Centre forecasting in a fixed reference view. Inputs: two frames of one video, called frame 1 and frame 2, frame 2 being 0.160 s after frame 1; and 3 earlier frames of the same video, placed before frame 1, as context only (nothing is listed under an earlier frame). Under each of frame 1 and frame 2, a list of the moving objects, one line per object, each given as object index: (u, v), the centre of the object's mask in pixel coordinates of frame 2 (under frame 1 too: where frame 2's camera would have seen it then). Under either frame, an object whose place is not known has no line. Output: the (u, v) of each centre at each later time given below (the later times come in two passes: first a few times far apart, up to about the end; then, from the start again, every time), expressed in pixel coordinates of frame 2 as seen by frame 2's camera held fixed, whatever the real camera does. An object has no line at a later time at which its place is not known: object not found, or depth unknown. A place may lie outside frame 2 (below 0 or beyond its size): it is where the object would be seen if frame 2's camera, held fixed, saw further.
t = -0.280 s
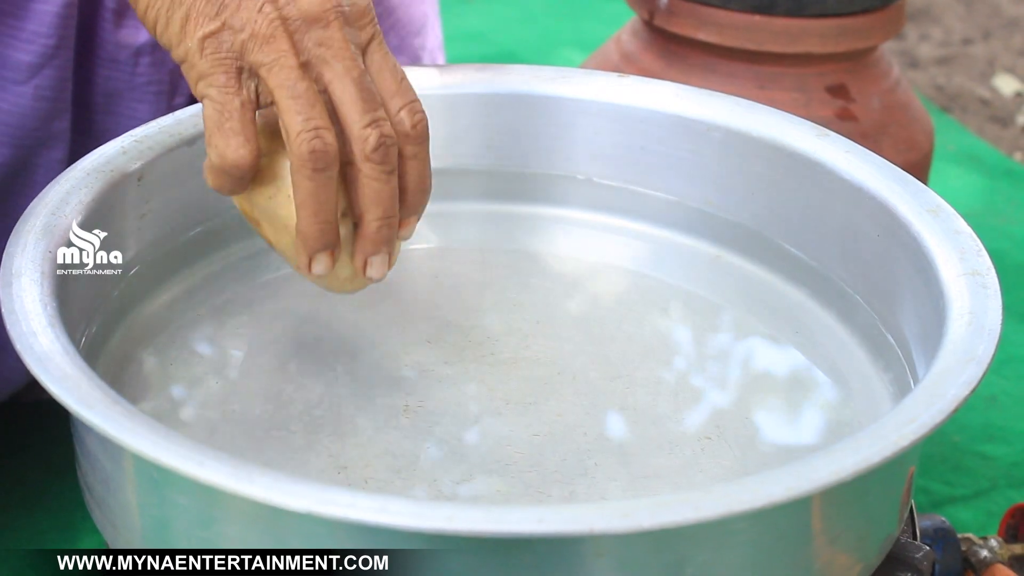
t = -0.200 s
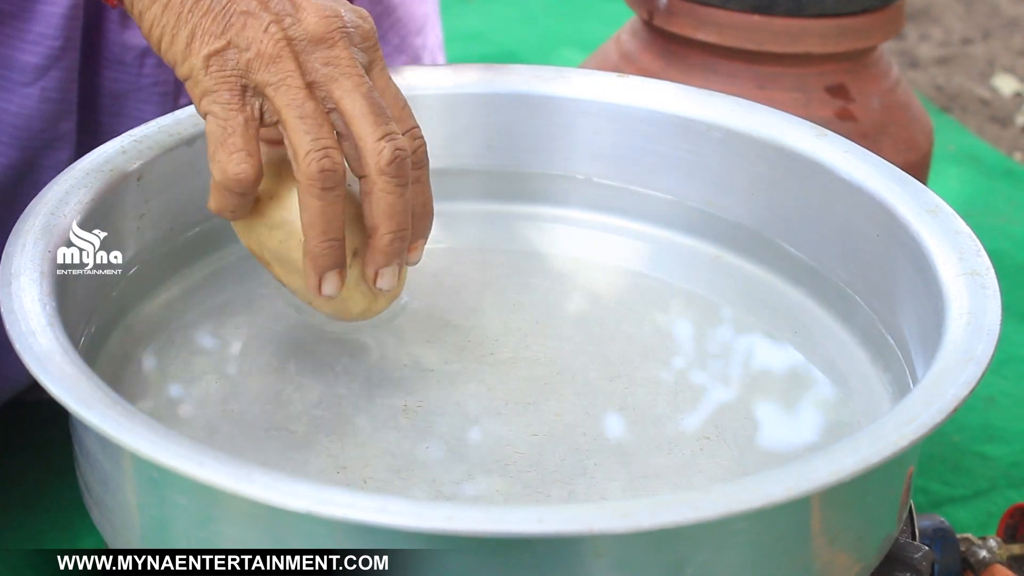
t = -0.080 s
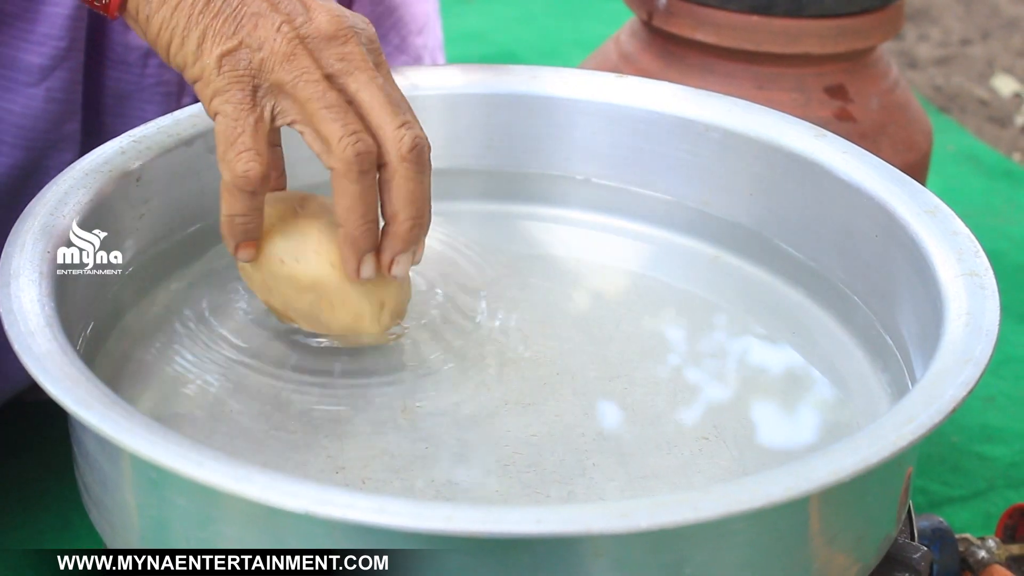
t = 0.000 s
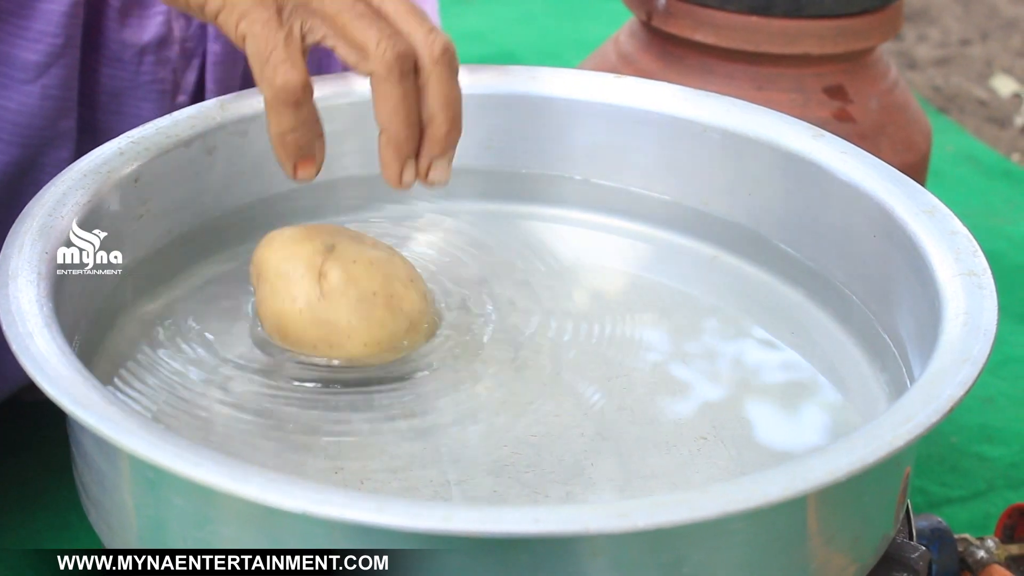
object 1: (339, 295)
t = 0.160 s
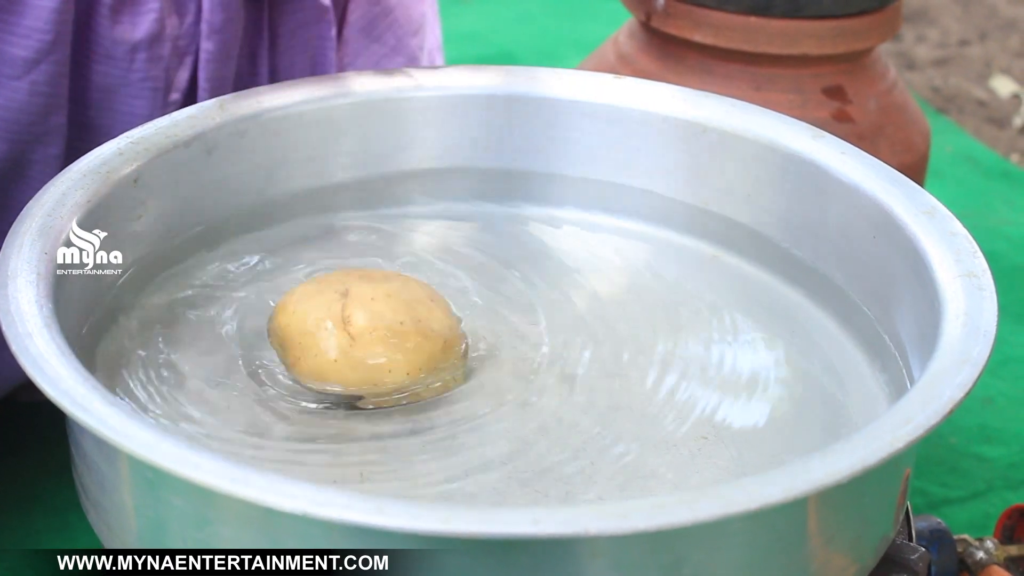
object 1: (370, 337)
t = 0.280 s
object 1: (384, 349)
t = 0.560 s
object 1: (390, 359)
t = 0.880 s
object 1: (386, 357)
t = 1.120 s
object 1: (386, 359)
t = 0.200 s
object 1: (374, 342)
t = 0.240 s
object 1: (380, 344)
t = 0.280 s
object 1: (384, 349)
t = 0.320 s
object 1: (385, 352)
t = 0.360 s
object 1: (387, 355)
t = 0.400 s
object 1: (390, 355)
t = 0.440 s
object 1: (393, 354)
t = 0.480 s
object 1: (395, 358)
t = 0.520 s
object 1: (392, 358)
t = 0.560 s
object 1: (390, 359)
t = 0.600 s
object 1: (388, 359)
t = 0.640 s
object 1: (386, 358)
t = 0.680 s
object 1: (384, 358)
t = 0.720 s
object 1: (384, 359)
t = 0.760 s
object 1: (384, 359)
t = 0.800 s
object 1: (384, 358)
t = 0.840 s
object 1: (386, 357)
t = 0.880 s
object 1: (386, 357)
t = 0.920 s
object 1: (387, 357)
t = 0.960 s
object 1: (388, 357)
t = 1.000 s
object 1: (389, 358)
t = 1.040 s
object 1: (388, 358)
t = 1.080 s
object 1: (387, 359)
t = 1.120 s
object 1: (386, 359)
